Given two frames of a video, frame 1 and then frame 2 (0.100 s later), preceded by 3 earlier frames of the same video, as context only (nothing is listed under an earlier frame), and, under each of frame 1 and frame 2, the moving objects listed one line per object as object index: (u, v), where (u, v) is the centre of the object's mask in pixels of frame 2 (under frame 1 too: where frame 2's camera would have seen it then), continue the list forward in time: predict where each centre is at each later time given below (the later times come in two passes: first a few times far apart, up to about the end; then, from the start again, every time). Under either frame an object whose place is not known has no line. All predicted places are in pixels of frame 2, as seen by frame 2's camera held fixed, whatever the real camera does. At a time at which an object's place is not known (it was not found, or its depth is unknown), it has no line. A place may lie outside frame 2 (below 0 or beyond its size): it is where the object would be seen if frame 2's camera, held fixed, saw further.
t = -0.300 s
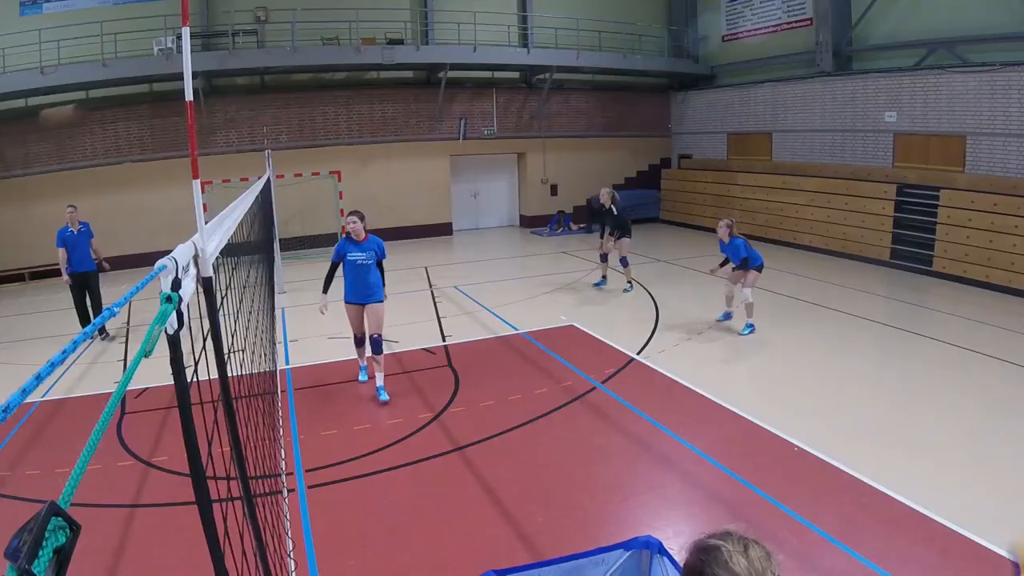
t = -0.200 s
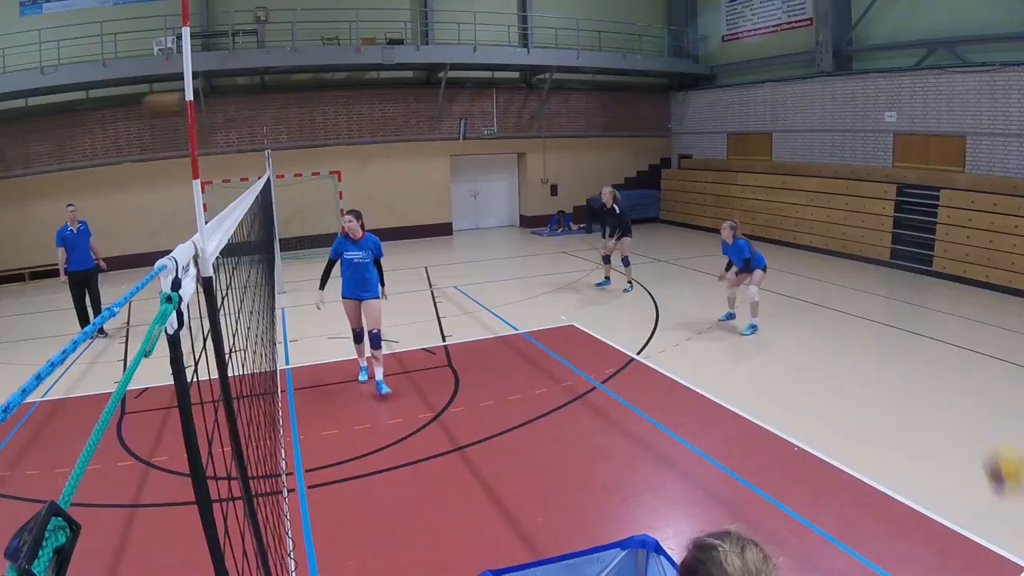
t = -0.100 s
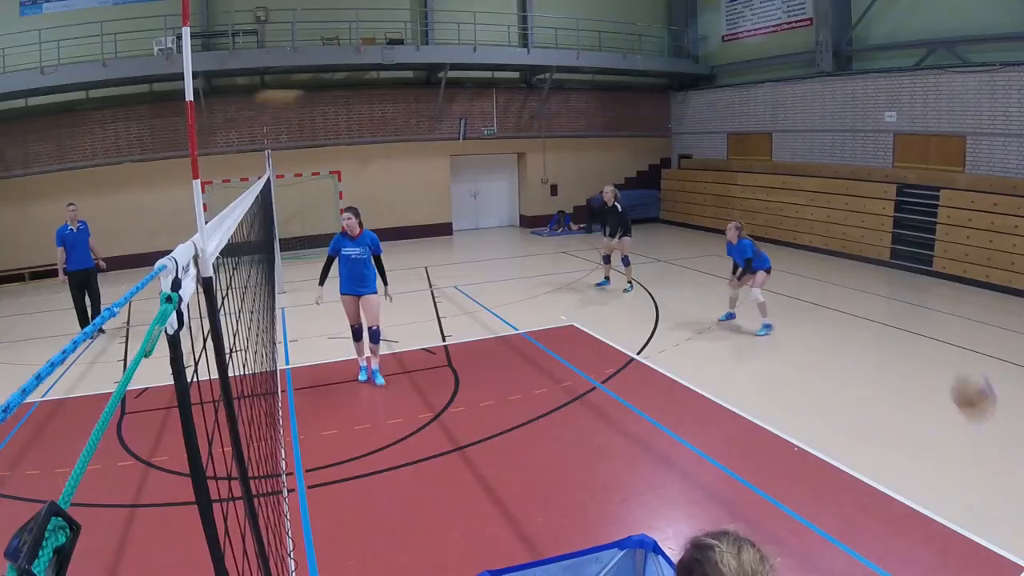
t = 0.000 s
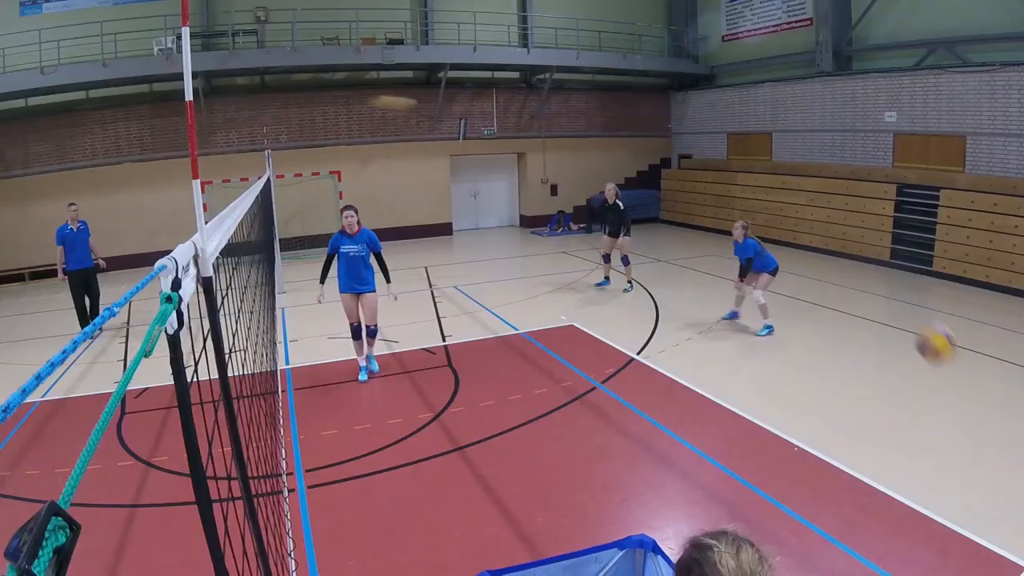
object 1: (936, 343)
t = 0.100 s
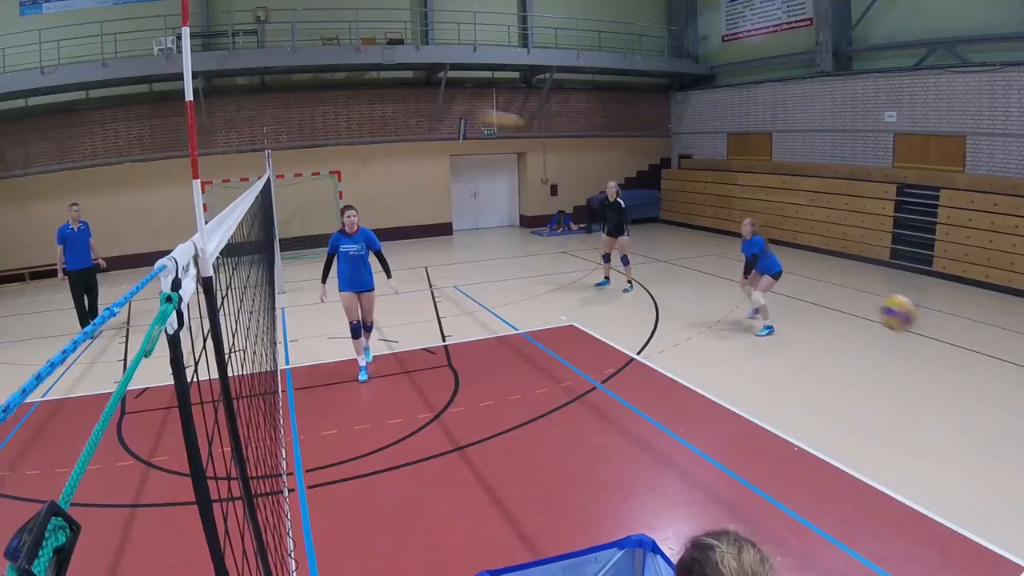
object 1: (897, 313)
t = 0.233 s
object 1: (851, 302)
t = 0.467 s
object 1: (779, 346)
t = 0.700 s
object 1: (725, 418)
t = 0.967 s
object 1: (695, 318)
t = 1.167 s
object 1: (673, 300)
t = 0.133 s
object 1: (886, 307)
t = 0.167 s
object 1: (874, 303)
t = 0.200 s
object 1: (862, 302)
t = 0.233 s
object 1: (851, 302)
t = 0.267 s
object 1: (839, 305)
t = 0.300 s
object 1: (829, 308)
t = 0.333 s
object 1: (819, 313)
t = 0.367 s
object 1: (808, 320)
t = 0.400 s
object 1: (799, 328)
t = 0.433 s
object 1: (788, 337)
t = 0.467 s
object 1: (779, 346)
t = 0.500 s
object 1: (770, 357)
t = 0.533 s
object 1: (762, 368)
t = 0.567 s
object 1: (753, 380)
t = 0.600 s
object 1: (745, 394)
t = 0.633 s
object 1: (738, 407)
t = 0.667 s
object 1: (729, 422)
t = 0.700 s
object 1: (725, 418)
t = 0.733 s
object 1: (722, 397)
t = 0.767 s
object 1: (718, 384)
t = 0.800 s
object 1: (714, 369)
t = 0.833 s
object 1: (710, 357)
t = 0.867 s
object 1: (707, 345)
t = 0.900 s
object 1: (703, 335)
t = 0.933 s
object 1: (699, 326)
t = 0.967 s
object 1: (695, 318)
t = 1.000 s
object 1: (691, 312)
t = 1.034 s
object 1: (688, 307)
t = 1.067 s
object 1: (684, 303)
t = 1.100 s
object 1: (680, 301)
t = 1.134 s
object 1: (677, 300)
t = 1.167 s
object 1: (673, 300)
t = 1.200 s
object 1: (670, 300)
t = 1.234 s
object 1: (667, 302)
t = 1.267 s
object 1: (663, 304)
